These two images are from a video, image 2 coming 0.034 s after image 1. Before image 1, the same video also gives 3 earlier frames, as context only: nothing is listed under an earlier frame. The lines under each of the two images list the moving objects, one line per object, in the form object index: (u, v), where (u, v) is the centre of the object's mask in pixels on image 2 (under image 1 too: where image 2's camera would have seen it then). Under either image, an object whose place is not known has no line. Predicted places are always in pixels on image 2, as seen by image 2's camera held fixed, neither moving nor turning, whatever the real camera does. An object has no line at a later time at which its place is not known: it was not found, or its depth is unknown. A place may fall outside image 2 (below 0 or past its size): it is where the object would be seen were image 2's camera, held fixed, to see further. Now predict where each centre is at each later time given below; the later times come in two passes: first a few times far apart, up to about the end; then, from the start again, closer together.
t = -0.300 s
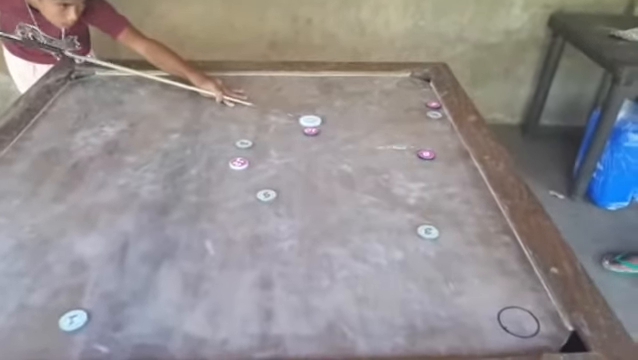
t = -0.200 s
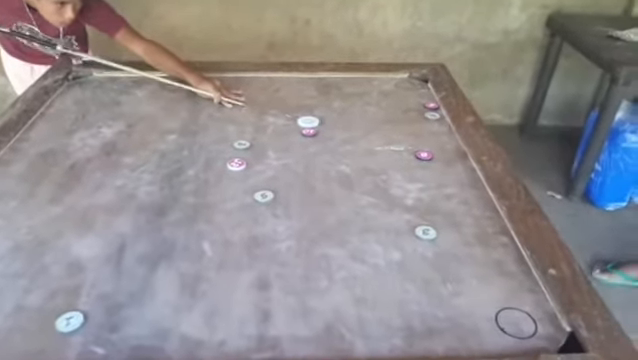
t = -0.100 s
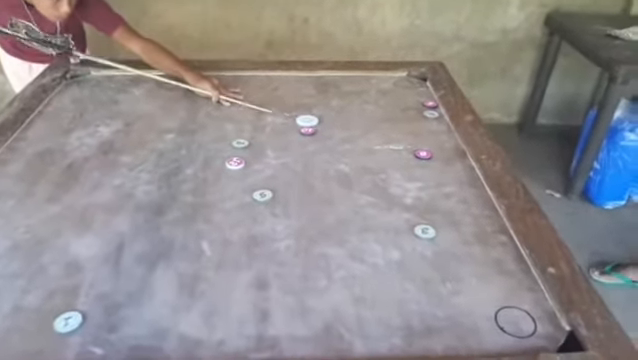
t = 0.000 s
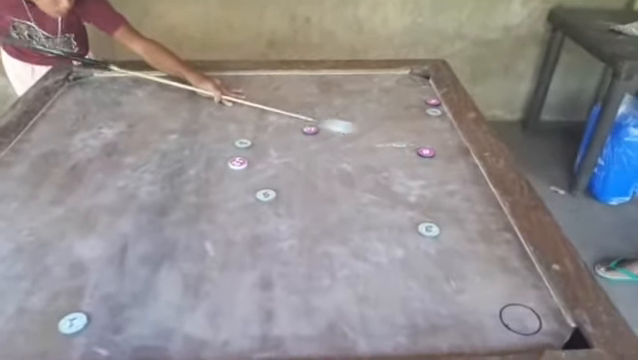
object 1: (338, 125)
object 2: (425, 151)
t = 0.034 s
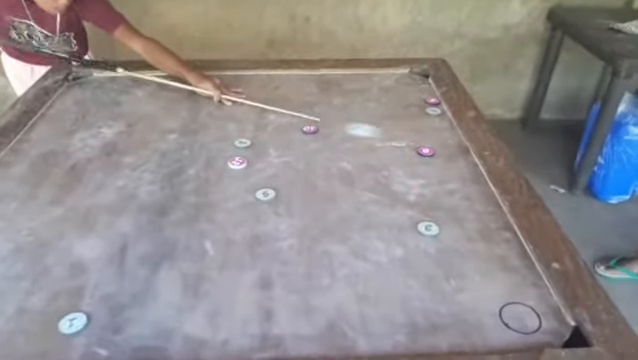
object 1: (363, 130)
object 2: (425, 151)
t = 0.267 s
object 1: (416, 148)
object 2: (466, 197)
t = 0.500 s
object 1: (334, 155)
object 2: (525, 275)
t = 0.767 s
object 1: (258, 161)
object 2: (539, 327)
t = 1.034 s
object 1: (243, 160)
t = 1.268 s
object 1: (243, 160)
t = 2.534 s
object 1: (242, 160)
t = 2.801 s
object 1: (243, 160)
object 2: (527, 270)
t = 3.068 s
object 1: (243, 160)
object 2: (527, 270)
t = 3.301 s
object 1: (243, 160)
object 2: (527, 270)
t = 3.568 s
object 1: (243, 160)
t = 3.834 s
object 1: (243, 160)
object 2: (527, 270)
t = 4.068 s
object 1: (242, 160)
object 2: (528, 270)
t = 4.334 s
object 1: (241, 160)
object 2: (527, 270)
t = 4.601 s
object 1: (241, 160)
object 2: (527, 270)
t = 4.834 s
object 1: (242, 160)
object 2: (527, 270)
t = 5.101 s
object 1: (243, 160)
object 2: (527, 270)
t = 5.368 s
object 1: (243, 160)
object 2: (527, 269)
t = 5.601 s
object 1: (243, 160)
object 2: (527, 270)
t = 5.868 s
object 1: (242, 160)
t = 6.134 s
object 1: (242, 160)
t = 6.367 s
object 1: (242, 160)
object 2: (528, 270)
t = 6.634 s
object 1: (242, 160)
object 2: (527, 270)
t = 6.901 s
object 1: (242, 160)
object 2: (527, 270)
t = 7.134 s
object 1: (242, 160)
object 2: (528, 270)
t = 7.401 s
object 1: (243, 160)
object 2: (528, 270)
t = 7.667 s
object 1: (242, 160)
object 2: (527, 270)
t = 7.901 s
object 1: (243, 160)
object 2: (528, 270)
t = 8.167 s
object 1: (242, 160)
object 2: (527, 270)
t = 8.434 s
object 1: (242, 160)
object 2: (527, 270)
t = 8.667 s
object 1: (242, 160)
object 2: (528, 271)
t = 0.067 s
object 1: (389, 136)
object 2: (425, 151)
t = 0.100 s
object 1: (409, 140)
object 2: (425, 151)
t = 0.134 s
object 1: (433, 142)
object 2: (429, 156)
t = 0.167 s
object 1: (452, 144)
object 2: (438, 167)
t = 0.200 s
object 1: (442, 146)
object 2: (446, 176)
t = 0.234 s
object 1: (428, 147)
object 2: (457, 187)
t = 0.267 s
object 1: (416, 148)
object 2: (466, 197)
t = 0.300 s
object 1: (403, 149)
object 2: (475, 207)
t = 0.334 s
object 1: (391, 150)
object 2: (485, 218)
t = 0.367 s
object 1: (379, 151)
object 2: (497, 231)
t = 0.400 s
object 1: (367, 152)
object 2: (509, 240)
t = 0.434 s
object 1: (355, 153)
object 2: (518, 253)
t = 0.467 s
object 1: (344, 154)
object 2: (522, 264)
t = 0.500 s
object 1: (334, 155)
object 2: (525, 275)
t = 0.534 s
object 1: (322, 156)
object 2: (529, 288)
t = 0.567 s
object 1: (313, 157)
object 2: (531, 299)
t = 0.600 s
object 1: (303, 157)
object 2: (535, 312)
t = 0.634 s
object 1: (294, 158)
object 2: (539, 326)
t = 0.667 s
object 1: (284, 159)
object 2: (543, 338)
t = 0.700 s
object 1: (274, 159)
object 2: (543, 338)
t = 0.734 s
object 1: (265, 160)
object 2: (541, 335)
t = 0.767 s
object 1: (258, 161)
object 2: (539, 327)
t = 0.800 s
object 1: (254, 161)
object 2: (538, 321)
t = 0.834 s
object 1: (251, 160)
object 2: (536, 315)
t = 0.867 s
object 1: (248, 160)
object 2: (535, 310)
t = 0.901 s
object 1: (246, 160)
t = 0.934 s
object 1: (244, 160)
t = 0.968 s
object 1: (243, 160)
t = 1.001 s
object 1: (243, 160)
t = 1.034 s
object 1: (243, 160)
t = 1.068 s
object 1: (243, 160)
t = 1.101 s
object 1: (243, 160)
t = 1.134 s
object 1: (243, 160)
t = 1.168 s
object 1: (243, 160)
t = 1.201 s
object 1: (243, 160)
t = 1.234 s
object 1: (243, 160)
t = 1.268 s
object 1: (243, 160)
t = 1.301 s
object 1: (243, 160)
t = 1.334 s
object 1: (243, 160)
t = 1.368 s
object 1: (243, 160)
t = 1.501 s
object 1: (243, 160)
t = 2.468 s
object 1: (242, 160)
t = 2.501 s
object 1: (242, 160)
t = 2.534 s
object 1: (242, 160)
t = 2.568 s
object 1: (242, 160)
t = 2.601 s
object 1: (242, 160)
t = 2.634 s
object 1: (242, 160)
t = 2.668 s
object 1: (242, 160)
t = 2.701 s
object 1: (242, 160)
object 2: (527, 270)
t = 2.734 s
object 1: (242, 160)
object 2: (527, 270)
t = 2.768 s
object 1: (242, 160)
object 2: (527, 270)
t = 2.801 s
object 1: (243, 160)
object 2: (527, 270)
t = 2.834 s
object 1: (242, 160)
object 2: (527, 270)
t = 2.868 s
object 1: (242, 160)
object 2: (527, 270)
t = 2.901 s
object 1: (242, 160)
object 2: (527, 270)
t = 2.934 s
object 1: (242, 160)
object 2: (527, 270)
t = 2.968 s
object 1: (242, 160)
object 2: (527, 270)
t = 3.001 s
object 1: (242, 160)
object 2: (527, 270)
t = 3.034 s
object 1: (243, 160)
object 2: (527, 270)
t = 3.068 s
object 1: (243, 160)
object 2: (527, 270)
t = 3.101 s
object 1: (243, 160)
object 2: (527, 270)
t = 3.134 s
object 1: (243, 160)
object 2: (527, 270)
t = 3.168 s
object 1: (243, 160)
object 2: (527, 270)
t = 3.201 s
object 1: (243, 160)
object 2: (527, 270)
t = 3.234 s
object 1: (243, 160)
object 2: (527, 270)
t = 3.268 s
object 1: (243, 160)
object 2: (527, 270)
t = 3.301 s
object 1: (243, 160)
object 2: (527, 270)
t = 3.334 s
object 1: (243, 160)
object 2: (527, 270)
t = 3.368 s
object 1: (243, 160)
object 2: (527, 270)
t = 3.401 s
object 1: (243, 160)
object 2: (527, 270)
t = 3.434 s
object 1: (243, 160)
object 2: (527, 270)
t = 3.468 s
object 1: (243, 160)
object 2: (527, 270)
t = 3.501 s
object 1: (243, 160)
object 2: (527, 269)
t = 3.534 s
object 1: (243, 160)
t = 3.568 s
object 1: (243, 160)
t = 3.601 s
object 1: (243, 160)
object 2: (527, 269)
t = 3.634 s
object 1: (243, 160)
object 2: (527, 270)
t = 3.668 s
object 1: (242, 160)
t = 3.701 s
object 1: (242, 160)
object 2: (527, 270)
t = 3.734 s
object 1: (242, 160)
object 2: (527, 270)
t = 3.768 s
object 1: (243, 160)
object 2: (527, 270)
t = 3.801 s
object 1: (243, 160)
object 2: (527, 270)
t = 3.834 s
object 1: (243, 160)
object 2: (527, 270)
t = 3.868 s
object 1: (242, 160)
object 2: (527, 270)
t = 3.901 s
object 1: (242, 160)
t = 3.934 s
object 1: (242, 160)
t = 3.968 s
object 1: (242, 160)
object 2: (527, 270)
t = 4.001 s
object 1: (242, 160)
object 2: (527, 270)
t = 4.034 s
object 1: (242, 160)
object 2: (527, 270)
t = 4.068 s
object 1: (242, 160)
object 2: (528, 270)
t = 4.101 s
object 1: (242, 160)
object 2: (528, 270)
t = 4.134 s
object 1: (241, 160)
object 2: (528, 270)
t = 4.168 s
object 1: (241, 160)
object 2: (528, 270)
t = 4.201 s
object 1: (241, 160)
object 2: (527, 270)
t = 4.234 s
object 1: (241, 160)
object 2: (527, 270)
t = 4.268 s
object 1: (242, 160)
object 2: (527, 270)
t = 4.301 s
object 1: (241, 160)
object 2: (527, 270)
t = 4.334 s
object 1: (241, 160)
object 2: (527, 270)
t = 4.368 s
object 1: (241, 160)
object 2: (527, 270)
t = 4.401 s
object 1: (242, 160)
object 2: (527, 270)
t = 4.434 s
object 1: (242, 160)
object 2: (527, 270)
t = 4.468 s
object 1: (241, 160)
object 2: (528, 270)
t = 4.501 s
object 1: (241, 160)
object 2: (527, 270)
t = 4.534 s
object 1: (241, 160)
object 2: (528, 270)
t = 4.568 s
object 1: (241, 160)
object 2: (527, 270)
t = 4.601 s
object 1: (241, 160)
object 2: (527, 270)
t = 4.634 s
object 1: (242, 160)
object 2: (527, 270)
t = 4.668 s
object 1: (242, 160)
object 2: (527, 270)
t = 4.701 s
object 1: (242, 160)
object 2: (527, 270)
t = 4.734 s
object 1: (242, 160)
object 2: (527, 270)
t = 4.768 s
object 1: (242, 160)
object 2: (527, 270)
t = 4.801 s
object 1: (242, 160)
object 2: (527, 270)
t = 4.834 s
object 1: (242, 160)
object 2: (527, 270)
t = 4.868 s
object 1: (242, 160)
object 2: (527, 270)
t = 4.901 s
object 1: (242, 160)
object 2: (527, 270)
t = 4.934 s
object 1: (242, 160)
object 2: (527, 270)
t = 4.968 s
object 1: (242, 160)
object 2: (527, 270)
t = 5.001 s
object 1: (243, 160)
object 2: (527, 270)
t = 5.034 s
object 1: (243, 160)
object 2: (527, 270)
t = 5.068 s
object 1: (243, 160)
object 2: (527, 270)
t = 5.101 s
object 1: (243, 160)
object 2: (527, 270)
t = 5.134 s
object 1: (242, 160)
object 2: (527, 270)
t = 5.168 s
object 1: (243, 160)
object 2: (527, 270)
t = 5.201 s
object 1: (242, 160)
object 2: (527, 269)
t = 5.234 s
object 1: (243, 160)
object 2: (527, 270)
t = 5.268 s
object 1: (243, 160)
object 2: (527, 269)
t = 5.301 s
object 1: (243, 160)
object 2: (527, 269)
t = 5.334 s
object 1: (243, 160)
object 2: (527, 269)
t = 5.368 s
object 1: (243, 160)
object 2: (527, 269)
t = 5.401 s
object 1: (243, 160)
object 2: (527, 270)
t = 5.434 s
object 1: (243, 160)
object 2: (527, 269)
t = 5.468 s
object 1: (243, 160)
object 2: (527, 269)
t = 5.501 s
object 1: (243, 160)
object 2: (527, 269)
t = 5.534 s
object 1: (243, 160)
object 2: (527, 270)
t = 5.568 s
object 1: (243, 160)
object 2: (527, 270)
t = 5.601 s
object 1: (243, 160)
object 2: (527, 270)
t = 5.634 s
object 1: (243, 160)
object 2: (527, 270)
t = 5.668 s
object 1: (243, 160)
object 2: (527, 269)
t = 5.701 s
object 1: (243, 160)
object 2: (526, 270)
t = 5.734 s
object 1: (243, 160)
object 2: (527, 270)
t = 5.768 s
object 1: (243, 160)
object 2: (527, 269)
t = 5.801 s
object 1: (242, 160)
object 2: (527, 269)
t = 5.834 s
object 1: (242, 160)
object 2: (527, 269)
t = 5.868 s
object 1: (242, 160)
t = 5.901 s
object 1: (242, 160)
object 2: (527, 269)
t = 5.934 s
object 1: (242, 160)
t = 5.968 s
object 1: (242, 160)
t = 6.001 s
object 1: (242, 160)
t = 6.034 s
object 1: (242, 160)
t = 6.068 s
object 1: (242, 160)
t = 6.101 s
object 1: (242, 160)
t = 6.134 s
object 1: (242, 160)
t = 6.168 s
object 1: (242, 160)
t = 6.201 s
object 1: (242, 160)
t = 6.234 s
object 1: (242, 160)
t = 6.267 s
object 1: (242, 160)
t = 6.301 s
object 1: (242, 160)
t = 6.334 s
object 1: (242, 160)
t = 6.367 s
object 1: (242, 160)
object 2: (528, 270)
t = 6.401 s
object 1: (242, 160)
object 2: (528, 270)
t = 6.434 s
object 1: (242, 160)
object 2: (527, 270)
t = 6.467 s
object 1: (242, 160)
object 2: (527, 270)
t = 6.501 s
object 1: (242, 160)
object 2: (527, 270)
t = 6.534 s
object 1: (242, 160)
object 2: (527, 270)
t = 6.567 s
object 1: (242, 160)
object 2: (527, 270)
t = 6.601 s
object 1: (242, 160)
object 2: (527, 270)
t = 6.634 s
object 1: (242, 160)
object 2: (527, 270)
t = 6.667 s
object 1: (242, 160)
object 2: (527, 270)
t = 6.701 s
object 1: (242, 160)
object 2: (527, 270)
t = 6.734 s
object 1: (242, 160)
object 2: (527, 270)
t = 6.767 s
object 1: (242, 160)
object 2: (527, 270)
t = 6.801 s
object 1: (242, 160)
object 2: (527, 270)
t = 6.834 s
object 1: (242, 160)
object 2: (527, 270)
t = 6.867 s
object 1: (243, 160)
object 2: (528, 270)
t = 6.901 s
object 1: (242, 160)
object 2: (527, 270)
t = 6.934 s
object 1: (242, 160)
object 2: (527, 270)
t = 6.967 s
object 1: (243, 160)
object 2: (527, 270)
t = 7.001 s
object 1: (243, 160)
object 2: (527, 270)
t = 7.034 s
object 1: (242, 160)
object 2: (527, 270)
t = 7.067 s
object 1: (242, 160)
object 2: (527, 270)
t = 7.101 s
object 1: (242, 160)
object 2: (528, 270)
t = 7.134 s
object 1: (242, 160)
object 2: (528, 270)
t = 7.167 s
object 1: (243, 160)
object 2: (527, 270)
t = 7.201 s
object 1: (243, 160)
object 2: (527, 270)
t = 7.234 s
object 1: (243, 160)
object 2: (527, 270)
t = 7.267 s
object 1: (242, 160)
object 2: (527, 270)
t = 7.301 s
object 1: (242, 160)
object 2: (527, 270)
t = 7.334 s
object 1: (243, 160)
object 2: (527, 270)
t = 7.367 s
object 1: (242, 160)
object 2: (528, 270)
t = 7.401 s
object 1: (243, 160)
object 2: (528, 270)
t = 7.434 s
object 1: (242, 160)
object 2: (527, 270)
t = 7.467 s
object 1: (242, 160)
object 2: (528, 270)
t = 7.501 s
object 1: (242, 160)
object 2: (528, 270)
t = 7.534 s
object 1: (242, 160)
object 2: (527, 270)
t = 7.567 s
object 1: (242, 160)
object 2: (527, 270)
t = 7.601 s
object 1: (242, 160)
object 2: (527, 270)
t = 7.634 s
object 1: (242, 160)
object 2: (528, 270)
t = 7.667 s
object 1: (242, 160)
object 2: (527, 270)
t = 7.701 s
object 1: (242, 160)
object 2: (527, 270)
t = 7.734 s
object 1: (242, 160)
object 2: (527, 270)
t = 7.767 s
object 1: (242, 160)
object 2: (528, 270)
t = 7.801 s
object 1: (242, 160)
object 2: (528, 270)
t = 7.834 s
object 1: (242, 160)
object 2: (527, 270)
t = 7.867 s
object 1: (242, 160)
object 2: (527, 270)
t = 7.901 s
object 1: (243, 160)
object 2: (528, 270)
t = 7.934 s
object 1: (242, 160)
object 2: (527, 270)
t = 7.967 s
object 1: (242, 160)
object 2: (527, 270)
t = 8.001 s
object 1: (242, 160)
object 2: (527, 270)
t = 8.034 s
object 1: (242, 160)
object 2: (528, 270)
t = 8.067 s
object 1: (242, 160)
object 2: (528, 270)
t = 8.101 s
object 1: (242, 160)
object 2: (527, 270)
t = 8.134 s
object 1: (242, 160)
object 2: (527, 270)
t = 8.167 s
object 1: (242, 160)
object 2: (527, 270)
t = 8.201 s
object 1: (242, 160)
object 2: (527, 270)
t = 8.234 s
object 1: (242, 160)
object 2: (527, 270)
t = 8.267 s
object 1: (242, 160)
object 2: (527, 270)
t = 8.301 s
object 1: (242, 160)
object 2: (527, 270)
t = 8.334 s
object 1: (242, 160)
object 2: (528, 271)
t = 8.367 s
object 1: (242, 160)
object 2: (527, 270)
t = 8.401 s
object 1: (242, 160)
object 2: (527, 270)
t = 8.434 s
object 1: (242, 160)
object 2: (527, 270)
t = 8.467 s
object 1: (242, 160)
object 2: (527, 270)
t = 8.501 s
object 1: (242, 160)
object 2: (527, 271)
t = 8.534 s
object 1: (242, 160)
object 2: (527, 270)
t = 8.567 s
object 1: (242, 160)
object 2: (527, 270)
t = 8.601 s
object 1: (242, 160)
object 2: (527, 271)
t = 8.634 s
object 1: (242, 160)
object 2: (528, 270)
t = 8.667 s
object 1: (242, 160)
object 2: (528, 271)
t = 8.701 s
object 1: (242, 160)
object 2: (528, 271)
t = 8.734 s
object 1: (242, 160)
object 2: (527, 271)
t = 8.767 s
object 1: (242, 160)
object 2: (528, 271)
